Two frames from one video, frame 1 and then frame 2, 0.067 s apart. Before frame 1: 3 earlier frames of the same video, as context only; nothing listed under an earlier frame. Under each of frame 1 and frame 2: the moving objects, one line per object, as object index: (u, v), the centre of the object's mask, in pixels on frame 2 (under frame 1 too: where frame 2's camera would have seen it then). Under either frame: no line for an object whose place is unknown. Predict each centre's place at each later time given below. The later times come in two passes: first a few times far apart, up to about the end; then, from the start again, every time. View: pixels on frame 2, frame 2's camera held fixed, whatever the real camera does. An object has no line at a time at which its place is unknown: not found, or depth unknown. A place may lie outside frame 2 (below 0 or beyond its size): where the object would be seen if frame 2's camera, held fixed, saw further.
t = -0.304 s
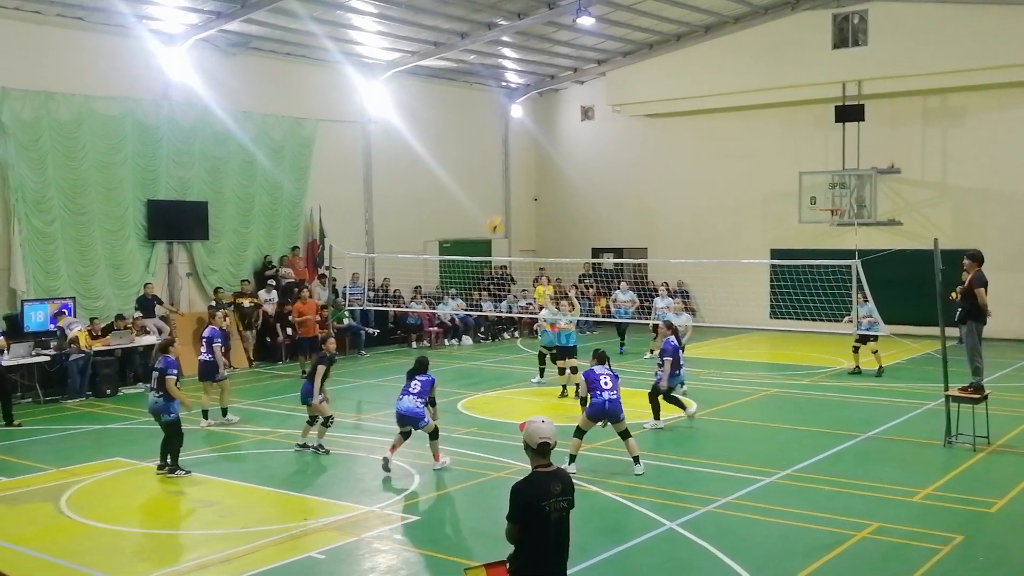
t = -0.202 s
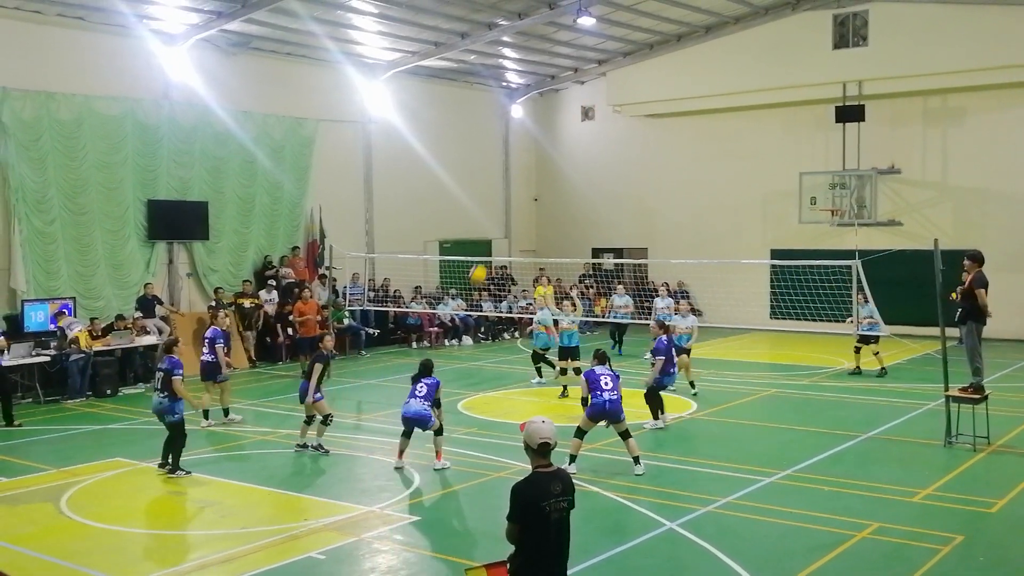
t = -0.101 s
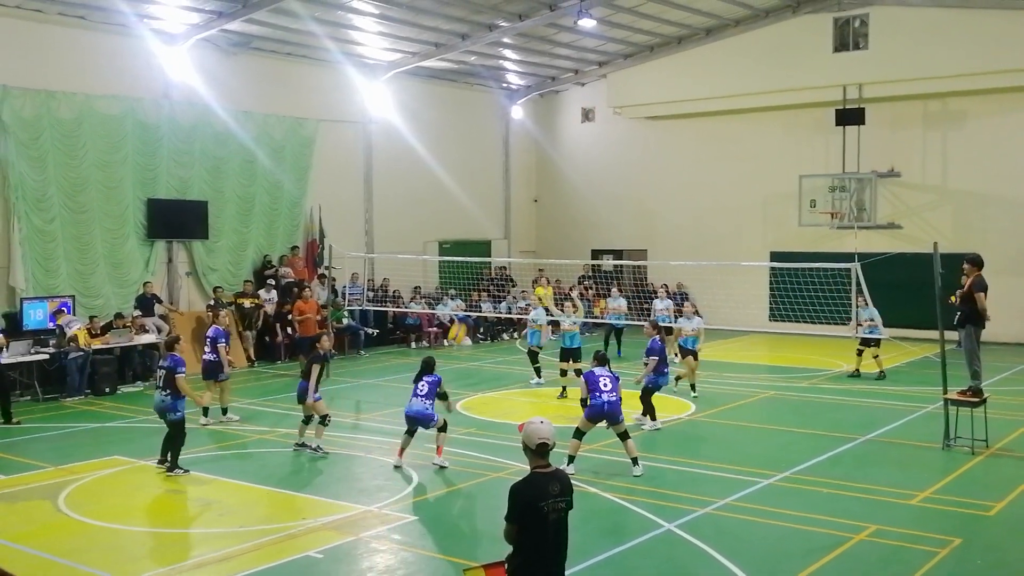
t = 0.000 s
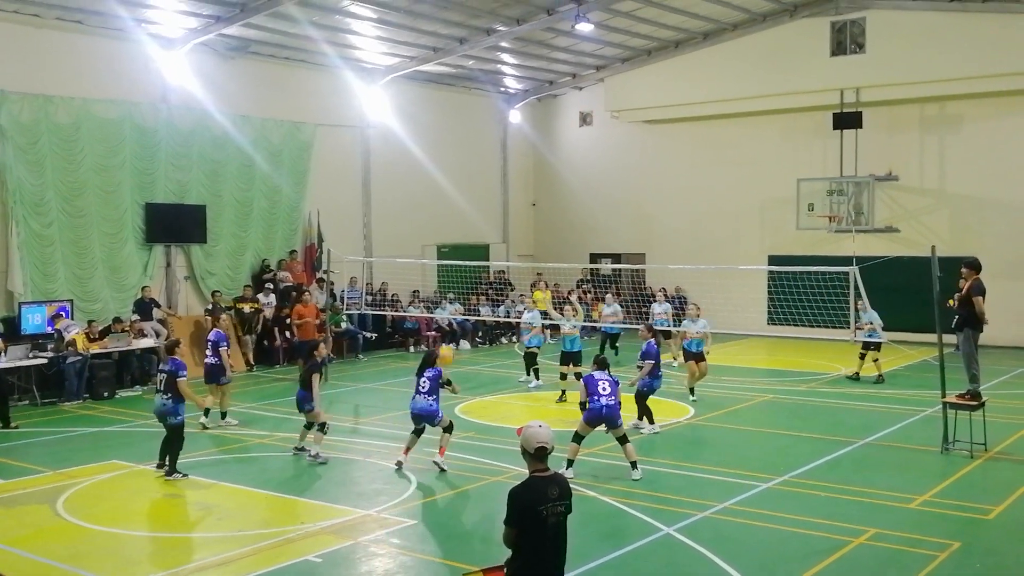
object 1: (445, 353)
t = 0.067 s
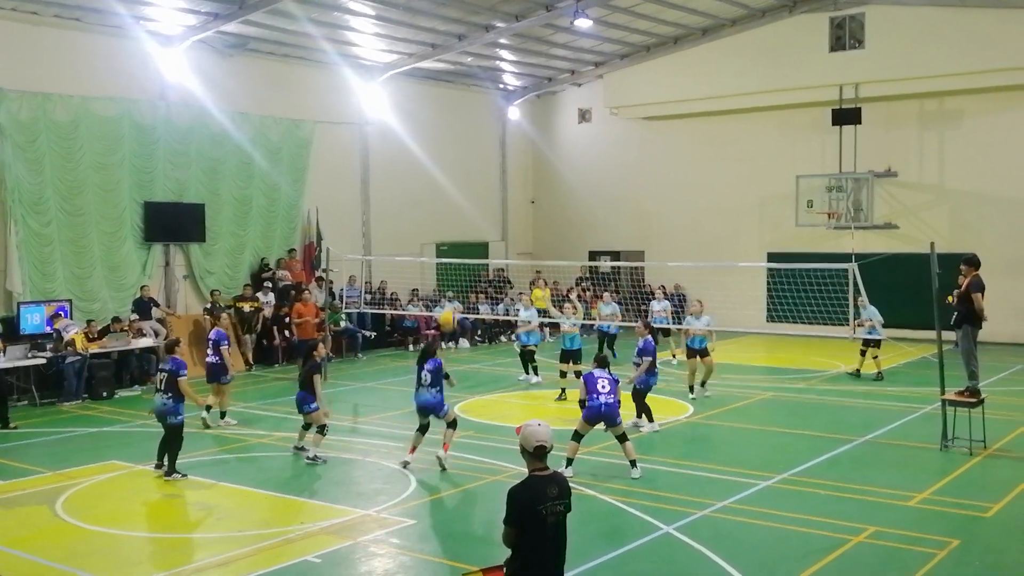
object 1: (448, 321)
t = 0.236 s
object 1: (455, 250)
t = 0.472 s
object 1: (466, 198)
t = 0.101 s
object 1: (450, 302)
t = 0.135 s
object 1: (451, 287)
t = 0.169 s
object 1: (453, 273)
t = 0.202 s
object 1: (454, 261)
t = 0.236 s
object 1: (455, 250)
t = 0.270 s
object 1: (457, 239)
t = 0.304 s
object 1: (458, 230)
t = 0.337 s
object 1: (460, 221)
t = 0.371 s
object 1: (461, 214)
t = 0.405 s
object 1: (463, 208)
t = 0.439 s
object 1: (464, 202)
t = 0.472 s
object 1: (466, 198)
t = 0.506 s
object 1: (468, 195)
